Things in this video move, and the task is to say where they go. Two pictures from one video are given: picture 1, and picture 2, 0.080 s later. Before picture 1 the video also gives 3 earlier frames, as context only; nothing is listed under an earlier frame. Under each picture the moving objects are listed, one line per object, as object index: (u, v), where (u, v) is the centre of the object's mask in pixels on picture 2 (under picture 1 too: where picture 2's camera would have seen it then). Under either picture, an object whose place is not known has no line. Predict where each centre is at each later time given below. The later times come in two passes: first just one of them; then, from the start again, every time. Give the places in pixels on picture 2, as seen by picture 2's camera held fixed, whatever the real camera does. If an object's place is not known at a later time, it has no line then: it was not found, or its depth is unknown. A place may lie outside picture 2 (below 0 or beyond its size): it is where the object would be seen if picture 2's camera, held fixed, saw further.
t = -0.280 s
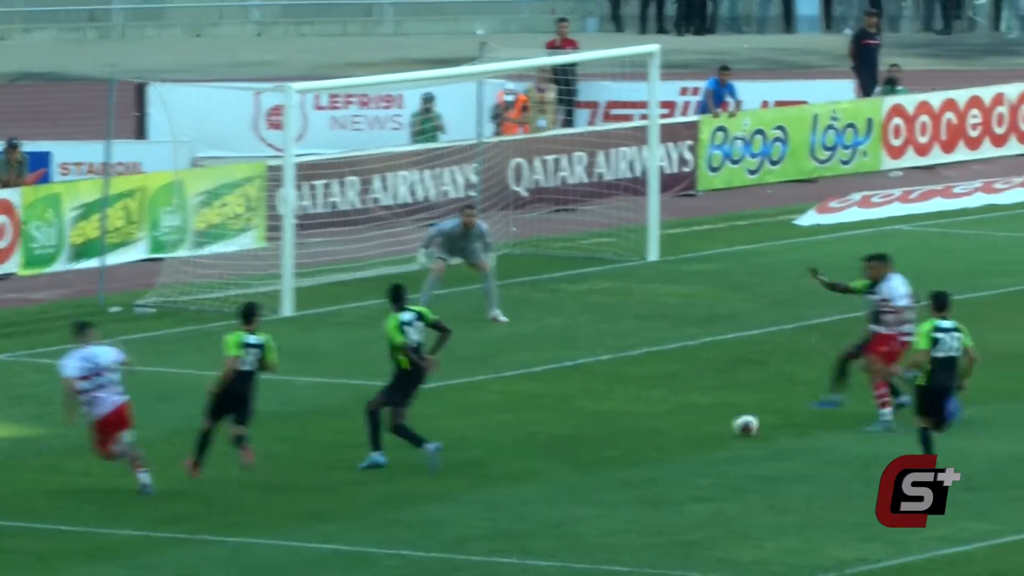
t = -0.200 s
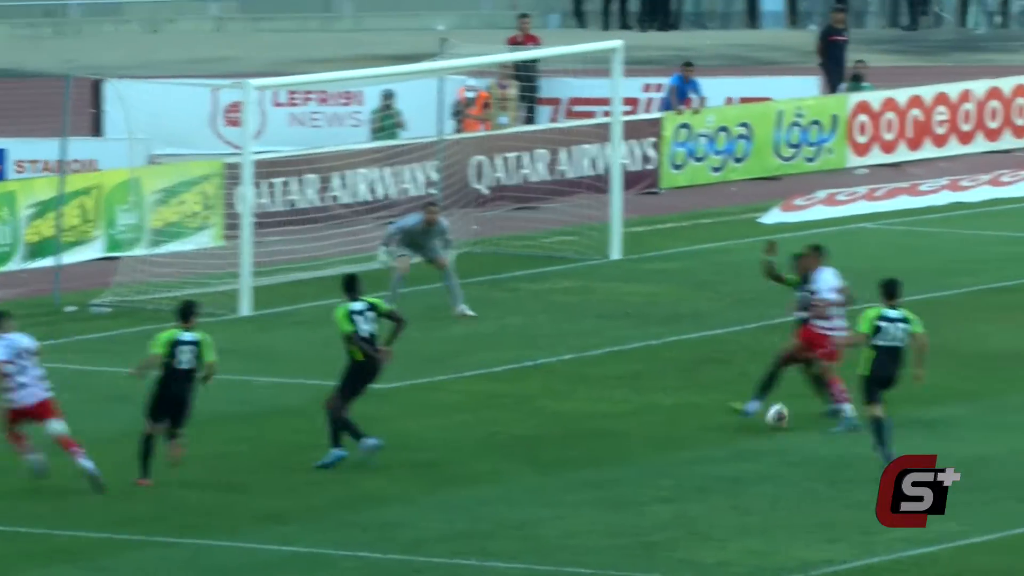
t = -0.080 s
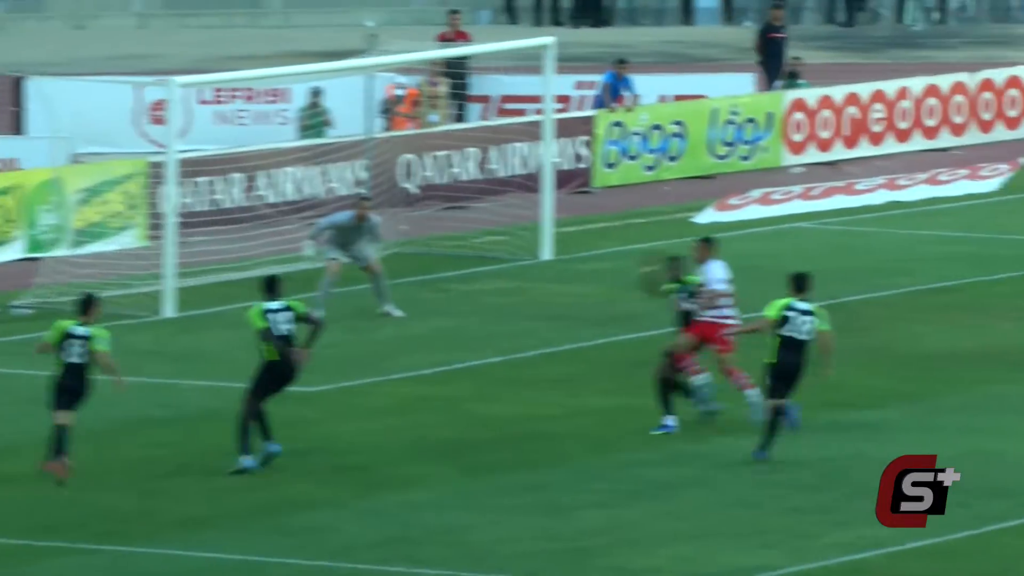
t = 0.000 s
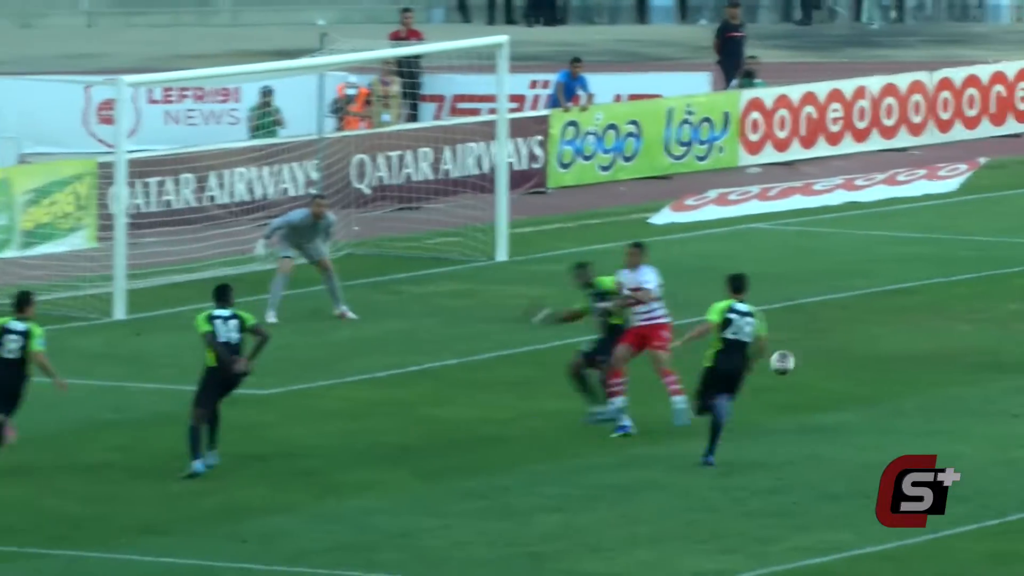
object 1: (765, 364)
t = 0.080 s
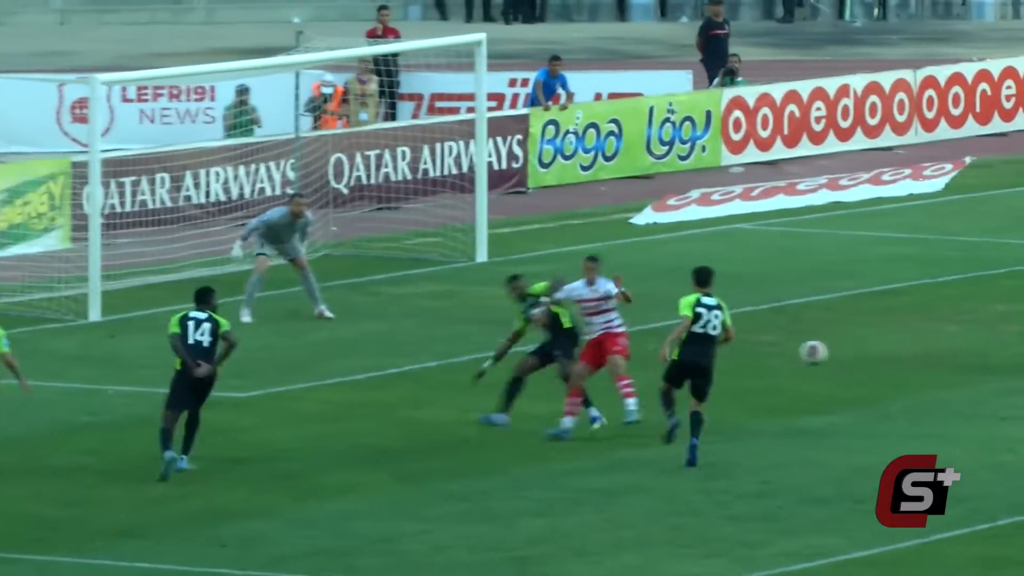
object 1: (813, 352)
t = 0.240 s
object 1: (908, 352)
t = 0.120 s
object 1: (837, 349)
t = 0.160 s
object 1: (860, 348)
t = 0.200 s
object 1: (884, 349)
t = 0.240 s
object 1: (908, 352)
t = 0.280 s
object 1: (931, 355)
